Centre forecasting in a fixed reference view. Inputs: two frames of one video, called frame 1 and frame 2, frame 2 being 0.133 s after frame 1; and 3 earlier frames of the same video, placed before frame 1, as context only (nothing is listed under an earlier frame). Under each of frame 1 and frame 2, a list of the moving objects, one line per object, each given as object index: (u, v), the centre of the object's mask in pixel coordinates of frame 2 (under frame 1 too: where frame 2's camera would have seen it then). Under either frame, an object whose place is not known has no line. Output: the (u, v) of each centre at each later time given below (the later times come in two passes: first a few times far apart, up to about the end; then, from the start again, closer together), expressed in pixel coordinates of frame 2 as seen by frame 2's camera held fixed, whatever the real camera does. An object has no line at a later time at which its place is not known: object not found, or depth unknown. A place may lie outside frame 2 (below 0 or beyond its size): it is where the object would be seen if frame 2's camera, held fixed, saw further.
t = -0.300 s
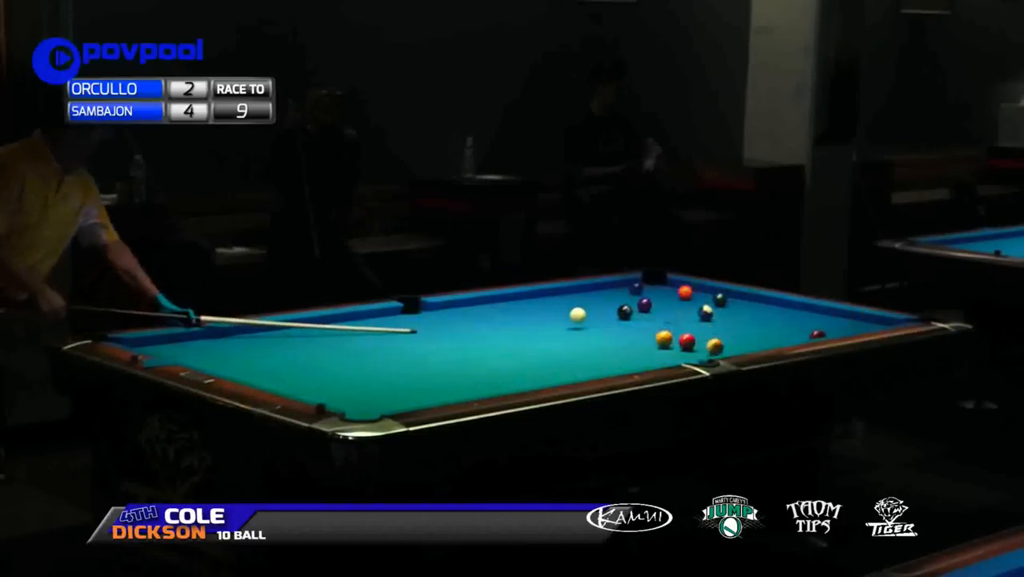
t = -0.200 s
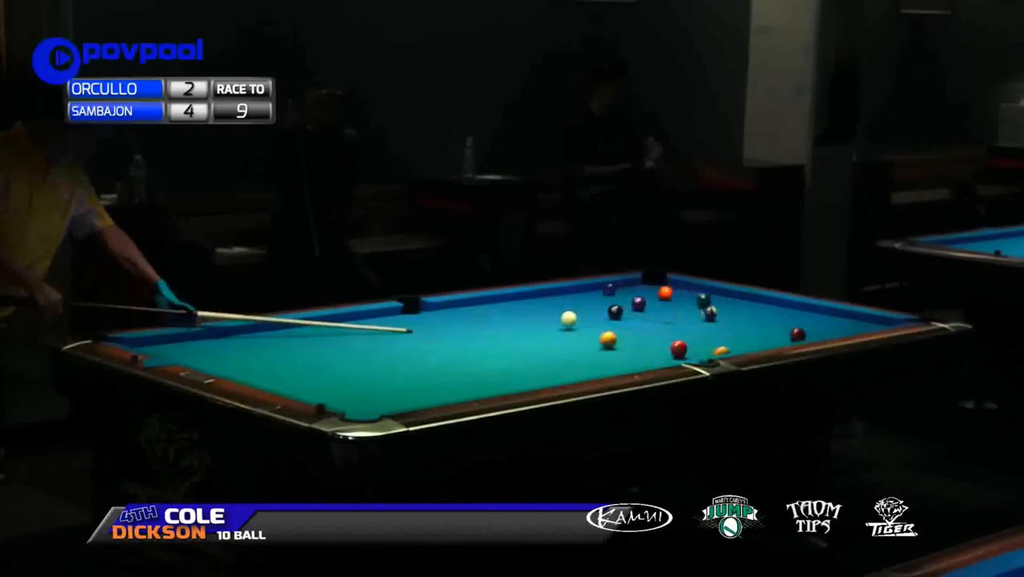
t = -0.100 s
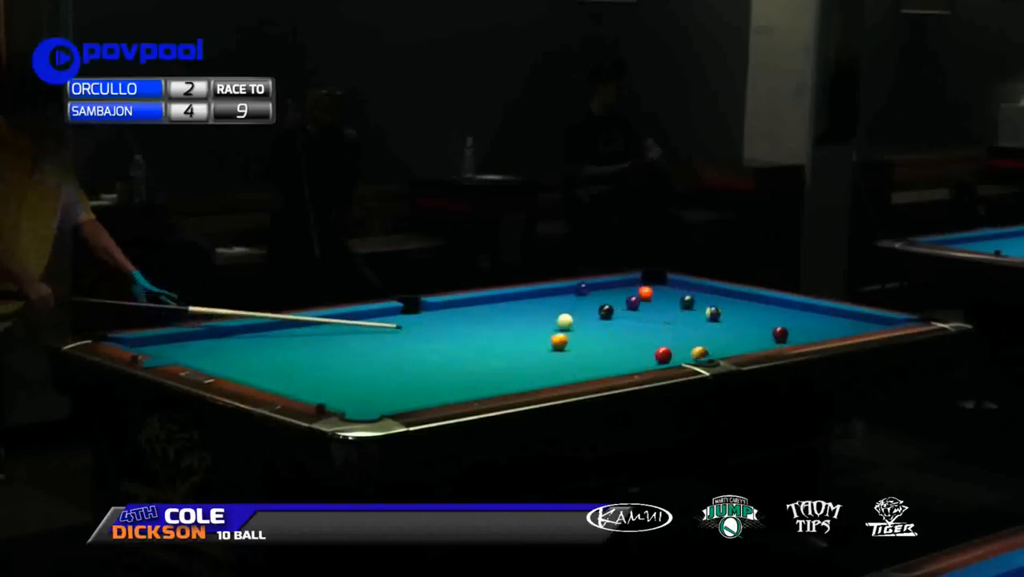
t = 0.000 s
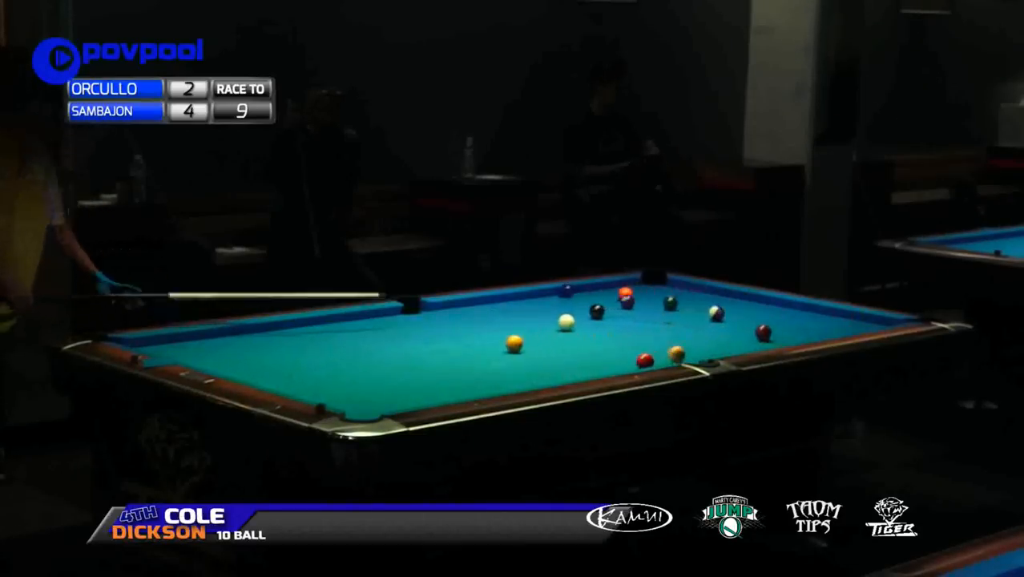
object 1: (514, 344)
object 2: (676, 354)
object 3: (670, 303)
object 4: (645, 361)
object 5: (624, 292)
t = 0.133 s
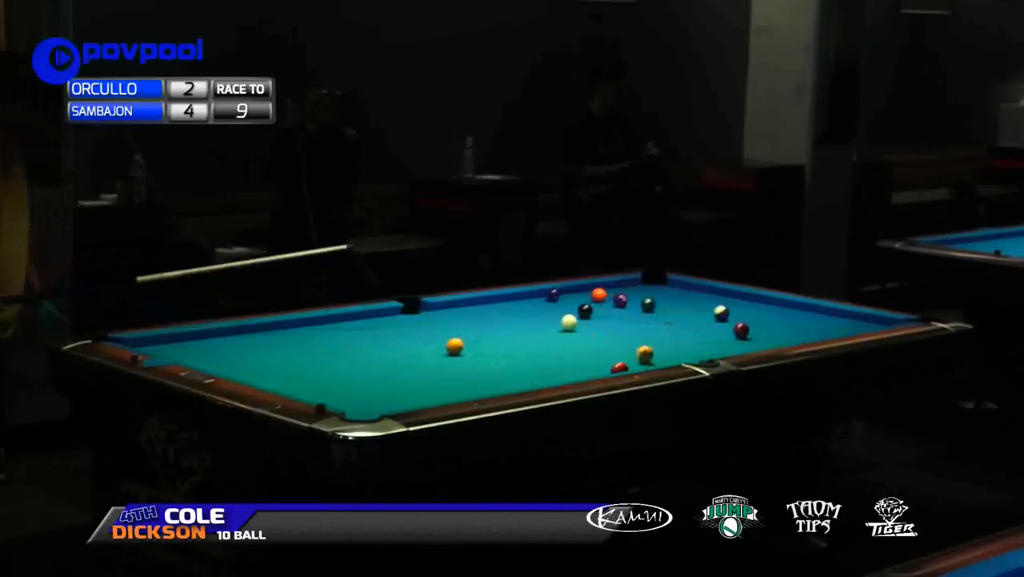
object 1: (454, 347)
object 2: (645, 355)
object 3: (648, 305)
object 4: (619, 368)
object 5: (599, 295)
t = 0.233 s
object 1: (408, 349)
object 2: (622, 355)
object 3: (632, 306)
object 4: (588, 373)
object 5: (579, 295)
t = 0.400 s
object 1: (331, 352)
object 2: (583, 354)
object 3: (604, 308)
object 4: (524, 382)
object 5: (545, 296)
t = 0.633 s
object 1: (219, 357)
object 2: (530, 353)
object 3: (565, 311)
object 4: (431, 395)
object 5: (500, 297)
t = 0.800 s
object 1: (181, 354)
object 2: (493, 353)
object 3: (541, 313)
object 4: (360, 405)
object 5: (484, 300)
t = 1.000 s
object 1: (207, 348)
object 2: (449, 352)
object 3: (514, 316)
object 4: (343, 398)
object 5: (467, 304)
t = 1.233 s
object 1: (235, 340)
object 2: (399, 351)
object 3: (482, 320)
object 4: (350, 383)
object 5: (448, 308)
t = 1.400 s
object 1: (254, 333)
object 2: (365, 351)
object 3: (460, 322)
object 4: (354, 372)
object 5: (434, 312)
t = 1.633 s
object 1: (278, 326)
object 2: (316, 350)
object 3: (429, 326)
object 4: (359, 360)
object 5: (414, 316)
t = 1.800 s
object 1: (298, 323)
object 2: (283, 350)
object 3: (407, 329)
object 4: (363, 351)
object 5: (399, 318)
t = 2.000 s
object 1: (326, 321)
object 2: (244, 350)
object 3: (381, 331)
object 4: (363, 356)
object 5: (384, 320)
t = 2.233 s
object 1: (356, 318)
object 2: (199, 349)
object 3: (350, 334)
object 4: (362, 359)
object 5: (366, 327)
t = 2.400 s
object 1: (377, 318)
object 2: (168, 348)
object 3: (330, 337)
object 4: (362, 361)
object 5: (351, 330)
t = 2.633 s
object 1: (405, 316)
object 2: (134, 344)
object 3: (301, 340)
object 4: (363, 363)
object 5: (332, 335)
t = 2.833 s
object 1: (427, 315)
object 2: (136, 341)
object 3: (276, 343)
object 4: (363, 365)
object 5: (316, 339)
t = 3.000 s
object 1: (445, 314)
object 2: (145, 341)
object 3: (256, 345)
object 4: (362, 367)
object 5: (304, 341)
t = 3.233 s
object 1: (469, 312)
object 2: (165, 341)
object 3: (228, 348)
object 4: (362, 368)
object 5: (286, 345)
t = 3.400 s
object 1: (483, 314)
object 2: (177, 342)
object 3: (209, 351)
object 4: (362, 369)
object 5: (274, 348)
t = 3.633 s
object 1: (502, 315)
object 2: (195, 341)
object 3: (182, 353)
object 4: (361, 371)
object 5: (258, 352)
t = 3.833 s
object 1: (518, 316)
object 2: (207, 342)
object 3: (160, 352)
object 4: (361, 372)
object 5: (244, 355)
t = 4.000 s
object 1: (531, 316)
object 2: (217, 342)
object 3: (165, 352)
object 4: (360, 372)
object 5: (234, 357)
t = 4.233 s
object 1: (547, 318)
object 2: (230, 342)
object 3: (176, 352)
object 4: (360, 373)
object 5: (220, 361)
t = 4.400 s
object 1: (559, 318)
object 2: (238, 342)
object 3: (183, 352)
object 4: (360, 373)
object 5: (210, 362)
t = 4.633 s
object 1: (571, 317)
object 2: (249, 343)
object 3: (192, 349)
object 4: (360, 372)
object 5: (197, 363)
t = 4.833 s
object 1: (588, 317)
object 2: (257, 343)
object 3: (200, 348)
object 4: (359, 373)
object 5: (203, 363)
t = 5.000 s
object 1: (595, 320)
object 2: (263, 342)
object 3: (205, 348)
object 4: (360, 372)
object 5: (210, 363)
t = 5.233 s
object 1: (607, 321)
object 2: (270, 343)
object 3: (212, 347)
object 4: (360, 372)
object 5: (217, 364)
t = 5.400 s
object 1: (616, 321)
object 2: (271, 343)
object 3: (216, 346)
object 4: (360, 372)
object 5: (221, 365)
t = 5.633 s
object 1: (627, 322)
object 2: (271, 343)
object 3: (220, 345)
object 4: (360, 372)
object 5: (227, 365)
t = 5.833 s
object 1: (635, 322)
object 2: (271, 343)
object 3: (224, 345)
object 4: (360, 372)
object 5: (230, 364)
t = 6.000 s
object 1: (641, 322)
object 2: (271, 343)
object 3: (227, 345)
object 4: (359, 372)
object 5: (233, 364)
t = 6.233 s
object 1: (649, 323)
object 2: (271, 343)
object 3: (229, 345)
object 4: (360, 372)
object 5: (235, 364)
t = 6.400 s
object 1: (654, 323)
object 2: (271, 343)
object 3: (231, 345)
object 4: (359, 373)
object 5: (237, 364)
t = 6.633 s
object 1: (660, 323)
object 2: (271, 343)
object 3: (232, 345)
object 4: (359, 373)
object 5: (237, 364)
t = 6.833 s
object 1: (664, 323)
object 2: (271, 343)
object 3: (232, 345)
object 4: (359, 373)
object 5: (237, 364)
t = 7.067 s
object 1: (668, 323)
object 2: (271, 343)
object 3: (232, 345)
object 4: (359, 373)
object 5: (237, 364)
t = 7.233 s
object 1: (670, 323)
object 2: (271, 343)
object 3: (232, 345)
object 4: (359, 373)
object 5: (237, 364)
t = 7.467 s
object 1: (672, 323)
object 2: (271, 343)
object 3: (232, 345)
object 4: (359, 373)
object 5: (237, 364)
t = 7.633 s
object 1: (674, 323)
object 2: (271, 343)
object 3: (232, 345)
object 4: (360, 373)
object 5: (237, 364)
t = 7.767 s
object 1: (674, 323)
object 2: (271, 343)
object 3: (232, 345)
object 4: (359, 373)
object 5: (237, 364)
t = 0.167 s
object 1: (439, 347)
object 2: (637, 355)
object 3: (643, 306)
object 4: (612, 369)
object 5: (592, 295)
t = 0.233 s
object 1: (408, 349)
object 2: (622, 355)
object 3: (632, 306)
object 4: (588, 373)
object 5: (579, 295)
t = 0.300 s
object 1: (378, 350)
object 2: (606, 354)
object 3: (621, 308)
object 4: (563, 376)
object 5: (565, 296)
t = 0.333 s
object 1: (362, 351)
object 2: (598, 354)
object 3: (616, 308)
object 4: (550, 378)
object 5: (559, 296)
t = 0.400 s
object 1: (331, 352)
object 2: (583, 354)
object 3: (604, 308)
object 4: (524, 382)
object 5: (545, 296)
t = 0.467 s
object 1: (299, 354)
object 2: (568, 354)
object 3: (593, 309)
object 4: (498, 386)
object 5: (533, 297)
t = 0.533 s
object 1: (268, 355)
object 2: (552, 354)
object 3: (582, 309)
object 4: (471, 389)
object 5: (520, 297)
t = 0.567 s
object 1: (251, 356)
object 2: (545, 354)
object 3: (576, 309)
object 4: (458, 391)
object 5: (513, 297)
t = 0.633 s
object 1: (219, 357)
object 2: (530, 353)
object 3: (565, 311)
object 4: (431, 395)
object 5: (500, 297)
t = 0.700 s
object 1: (187, 356)
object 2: (515, 353)
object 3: (554, 312)
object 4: (403, 399)
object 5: (493, 298)
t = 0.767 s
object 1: (175, 354)
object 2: (500, 353)
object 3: (545, 313)
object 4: (375, 403)
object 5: (487, 299)
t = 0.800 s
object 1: (181, 354)
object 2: (493, 353)
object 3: (541, 313)
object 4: (360, 405)
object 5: (484, 300)
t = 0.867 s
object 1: (190, 353)
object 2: (478, 353)
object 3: (532, 314)
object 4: (335, 403)
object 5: (479, 301)
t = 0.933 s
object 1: (198, 351)
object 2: (464, 352)
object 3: (523, 315)
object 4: (339, 401)
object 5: (473, 302)
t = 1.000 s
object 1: (207, 348)
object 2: (449, 352)
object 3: (514, 316)
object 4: (343, 398)
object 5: (467, 304)
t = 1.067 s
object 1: (215, 346)
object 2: (434, 352)
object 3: (504, 317)
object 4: (345, 393)
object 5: (462, 305)
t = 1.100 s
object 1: (219, 344)
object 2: (428, 352)
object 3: (500, 317)
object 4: (346, 391)
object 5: (459, 306)
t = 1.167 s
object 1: (227, 342)
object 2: (413, 352)
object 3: (491, 319)
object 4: (348, 387)
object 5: (453, 307)
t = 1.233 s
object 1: (235, 340)
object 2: (399, 351)
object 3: (482, 320)
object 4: (350, 383)
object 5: (448, 308)
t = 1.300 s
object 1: (242, 337)
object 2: (385, 352)
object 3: (473, 321)
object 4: (352, 379)
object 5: (442, 310)
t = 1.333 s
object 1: (246, 336)
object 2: (378, 351)
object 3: (469, 321)
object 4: (352, 377)
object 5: (439, 310)
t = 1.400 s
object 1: (254, 333)
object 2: (365, 351)
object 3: (460, 322)
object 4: (354, 372)
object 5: (434, 312)
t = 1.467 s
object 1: (260, 332)
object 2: (350, 351)
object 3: (451, 323)
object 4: (356, 369)
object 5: (428, 313)
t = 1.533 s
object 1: (267, 329)
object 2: (337, 351)
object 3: (442, 324)
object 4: (357, 365)
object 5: (422, 314)
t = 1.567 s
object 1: (271, 328)
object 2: (330, 351)
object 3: (437, 324)
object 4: (358, 363)
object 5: (419, 315)
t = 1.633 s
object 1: (278, 326)
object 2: (316, 350)
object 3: (429, 326)
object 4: (359, 360)
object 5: (414, 316)
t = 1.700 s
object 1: (284, 324)
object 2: (302, 351)
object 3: (420, 327)
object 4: (361, 356)
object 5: (408, 317)
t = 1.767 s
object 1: (293, 323)
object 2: (289, 350)
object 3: (412, 328)
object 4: (362, 353)
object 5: (402, 318)
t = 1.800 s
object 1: (298, 323)
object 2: (283, 350)
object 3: (407, 329)
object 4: (363, 351)
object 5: (399, 318)
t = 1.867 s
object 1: (307, 322)
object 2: (270, 350)
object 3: (399, 330)
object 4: (363, 353)
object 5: (393, 319)
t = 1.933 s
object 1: (317, 322)
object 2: (256, 350)
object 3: (390, 330)
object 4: (362, 354)
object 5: (389, 319)
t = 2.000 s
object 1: (326, 321)
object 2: (244, 350)
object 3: (381, 331)
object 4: (363, 356)
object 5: (384, 320)
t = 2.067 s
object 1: (335, 320)
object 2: (231, 350)
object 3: (373, 331)
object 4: (363, 357)
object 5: (379, 321)
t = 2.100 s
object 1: (339, 320)
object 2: (225, 350)
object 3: (368, 332)
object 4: (363, 357)
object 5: (376, 322)
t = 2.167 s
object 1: (348, 319)
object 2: (212, 350)
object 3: (360, 333)
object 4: (363, 358)
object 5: (371, 325)
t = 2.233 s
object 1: (356, 318)
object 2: (199, 349)
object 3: (350, 334)
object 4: (362, 359)
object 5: (366, 327)
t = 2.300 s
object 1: (366, 317)
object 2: (187, 349)
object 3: (342, 335)
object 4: (362, 359)
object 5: (359, 329)
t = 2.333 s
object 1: (370, 318)
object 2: (181, 349)
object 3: (339, 336)
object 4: (362, 360)
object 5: (356, 329)
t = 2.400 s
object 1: (377, 318)
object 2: (168, 348)
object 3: (330, 337)
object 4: (362, 361)
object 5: (351, 330)
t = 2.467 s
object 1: (386, 317)
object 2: (157, 347)
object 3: (322, 338)
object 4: (362, 361)
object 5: (345, 332)
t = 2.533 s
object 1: (394, 317)
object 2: (145, 345)
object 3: (314, 339)
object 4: (362, 362)
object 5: (340, 333)
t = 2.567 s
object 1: (397, 317)
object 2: (139, 346)
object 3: (309, 339)
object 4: (363, 362)
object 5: (337, 334)
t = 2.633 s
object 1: (405, 316)
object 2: (134, 344)
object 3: (301, 340)
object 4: (363, 363)
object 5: (332, 335)
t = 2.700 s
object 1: (413, 316)
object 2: (133, 343)
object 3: (293, 341)
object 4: (363, 364)
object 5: (327, 336)
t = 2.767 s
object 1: (420, 315)
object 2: (135, 342)
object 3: (284, 342)
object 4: (363, 365)
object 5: (321, 337)
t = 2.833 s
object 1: (427, 315)
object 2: (136, 341)
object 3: (276, 343)
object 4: (363, 365)
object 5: (316, 339)
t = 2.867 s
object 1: (431, 315)
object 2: (136, 340)
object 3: (272, 344)
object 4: (362, 366)
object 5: (313, 339)
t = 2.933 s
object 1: (438, 314)
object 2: (140, 340)
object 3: (264, 344)
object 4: (362, 366)
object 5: (309, 340)
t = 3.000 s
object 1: (445, 314)
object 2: (145, 341)
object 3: (256, 345)
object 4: (362, 367)
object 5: (304, 341)
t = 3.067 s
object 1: (452, 313)
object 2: (152, 340)
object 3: (248, 346)
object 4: (362, 367)
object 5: (298, 343)
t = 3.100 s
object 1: (455, 313)
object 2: (154, 341)
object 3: (244, 346)
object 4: (362, 367)
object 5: (296, 343)
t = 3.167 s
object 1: (463, 313)
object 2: (159, 341)
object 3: (236, 347)
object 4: (362, 368)
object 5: (291, 344)
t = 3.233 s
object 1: (469, 312)
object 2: (165, 341)
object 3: (228, 348)
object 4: (362, 368)
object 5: (286, 345)
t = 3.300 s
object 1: (474, 313)
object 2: (170, 342)
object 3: (220, 349)
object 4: (362, 369)
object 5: (281, 346)
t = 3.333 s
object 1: (477, 313)
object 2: (172, 342)
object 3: (217, 350)
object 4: (362, 369)
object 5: (279, 347)
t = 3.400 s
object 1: (483, 314)
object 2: (177, 342)
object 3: (209, 351)
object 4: (362, 369)
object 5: (274, 348)
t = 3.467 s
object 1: (489, 314)
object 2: (182, 342)
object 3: (201, 351)
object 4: (362, 370)
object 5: (269, 349)
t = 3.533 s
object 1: (494, 314)
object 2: (186, 341)
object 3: (193, 353)
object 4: (362, 370)
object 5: (265, 350)
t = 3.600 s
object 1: (500, 315)
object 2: (192, 340)
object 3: (186, 353)
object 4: (361, 371)
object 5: (260, 351)
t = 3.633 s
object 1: (502, 315)
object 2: (195, 341)
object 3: (182, 353)
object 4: (361, 371)
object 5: (258, 352)
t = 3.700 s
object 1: (508, 315)
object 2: (198, 342)
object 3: (175, 353)
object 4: (361, 371)
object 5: (253, 353)
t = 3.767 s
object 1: (513, 315)
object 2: (203, 342)
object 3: (167, 352)
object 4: (361, 371)
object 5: (249, 354)
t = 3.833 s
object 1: (518, 316)
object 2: (207, 342)
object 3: (160, 352)
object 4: (361, 372)
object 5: (244, 355)
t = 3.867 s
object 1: (521, 316)
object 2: (209, 342)
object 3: (158, 351)
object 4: (361, 372)
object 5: (242, 355)
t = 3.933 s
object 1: (526, 316)
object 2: (213, 342)
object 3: (161, 352)
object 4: (360, 372)
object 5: (238, 356)
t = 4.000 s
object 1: (531, 316)
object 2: (217, 342)
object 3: (165, 352)
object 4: (360, 372)
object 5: (234, 357)
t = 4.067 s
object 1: (536, 317)
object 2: (220, 342)
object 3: (168, 352)
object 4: (360, 372)
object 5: (229, 358)
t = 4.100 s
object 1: (538, 317)
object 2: (222, 342)
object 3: (169, 352)
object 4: (360, 372)
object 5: (227, 359)
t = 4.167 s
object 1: (543, 317)
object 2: (226, 341)
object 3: (173, 352)
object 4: (360, 372)
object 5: (224, 359)
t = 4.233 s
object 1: (547, 318)
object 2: (230, 342)
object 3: (176, 352)
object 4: (360, 373)
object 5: (220, 361)
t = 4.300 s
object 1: (552, 318)
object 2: (234, 342)
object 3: (179, 352)
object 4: (360, 373)
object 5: (216, 362)
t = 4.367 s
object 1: (556, 318)
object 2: (237, 342)
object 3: (182, 352)
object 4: (360, 373)
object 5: (212, 362)
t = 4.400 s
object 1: (559, 318)
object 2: (238, 342)
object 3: (183, 352)
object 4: (360, 373)
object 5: (210, 362)
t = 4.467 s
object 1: (563, 318)
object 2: (242, 342)
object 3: (186, 351)
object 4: (360, 373)
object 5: (206, 363)
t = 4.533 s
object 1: (567, 318)
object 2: (245, 343)
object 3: (189, 351)
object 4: (359, 373)
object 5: (203, 362)
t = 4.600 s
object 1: (570, 317)
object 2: (248, 343)
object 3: (191, 350)
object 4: (359, 373)
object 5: (199, 362)
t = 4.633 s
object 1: (571, 317)
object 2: (249, 343)
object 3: (192, 349)
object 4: (360, 372)
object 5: (197, 363)
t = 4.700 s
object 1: (575, 315)
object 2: (252, 343)
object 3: (195, 349)
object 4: (359, 373)
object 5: (198, 363)
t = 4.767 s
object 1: (582, 315)
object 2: (254, 343)
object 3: (198, 349)
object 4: (359, 373)
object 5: (200, 363)
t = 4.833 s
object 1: (588, 317)
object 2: (257, 343)
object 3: (200, 348)
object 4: (359, 373)
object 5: (203, 363)
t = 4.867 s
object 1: (590, 319)
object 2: (258, 343)
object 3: (201, 348)
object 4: (359, 373)
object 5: (204, 363)
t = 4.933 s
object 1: (593, 320)
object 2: (261, 343)
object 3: (204, 348)
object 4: (360, 372)
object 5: (207, 363)
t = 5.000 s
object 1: (595, 320)
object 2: (263, 342)
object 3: (205, 348)
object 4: (360, 372)
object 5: (210, 363)
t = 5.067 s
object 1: (599, 320)
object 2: (265, 343)
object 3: (207, 347)
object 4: (360, 372)
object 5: (212, 363)
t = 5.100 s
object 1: (600, 321)
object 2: (266, 342)
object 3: (208, 347)
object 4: (360, 372)
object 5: (213, 363)
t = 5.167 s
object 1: (604, 321)
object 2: (268, 343)
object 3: (210, 347)
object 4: (360, 372)
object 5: (215, 364)
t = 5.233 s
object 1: (607, 321)
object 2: (270, 343)
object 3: (212, 347)
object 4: (360, 372)
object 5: (217, 364)
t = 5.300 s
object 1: (611, 321)
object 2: (270, 343)
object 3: (213, 347)
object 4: (360, 372)
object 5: (219, 364)
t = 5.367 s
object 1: (614, 321)
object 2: (271, 343)
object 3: (215, 346)
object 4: (359, 372)
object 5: (221, 364)
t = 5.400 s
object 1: (616, 321)
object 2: (271, 343)
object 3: (216, 346)
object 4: (360, 372)
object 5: (221, 365)
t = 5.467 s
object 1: (619, 321)
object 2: (271, 343)
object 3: (217, 346)
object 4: (360, 372)
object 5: (223, 365)
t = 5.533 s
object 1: (622, 322)
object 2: (271, 343)
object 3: (219, 346)
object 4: (360, 372)
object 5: (225, 364)
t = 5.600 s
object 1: (625, 322)
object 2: (271, 343)
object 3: (220, 346)
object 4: (359, 372)
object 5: (226, 364)
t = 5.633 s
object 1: (627, 322)
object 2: (271, 343)
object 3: (220, 345)
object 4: (360, 372)
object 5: (227, 365)
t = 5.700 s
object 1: (629, 322)
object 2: (271, 343)
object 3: (222, 345)
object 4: (359, 373)
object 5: (228, 364)
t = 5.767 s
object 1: (632, 322)
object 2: (271, 343)
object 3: (223, 345)
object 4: (360, 372)
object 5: (229, 365)
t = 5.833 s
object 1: (635, 322)
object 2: (271, 343)
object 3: (224, 345)
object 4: (360, 372)
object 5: (230, 364)
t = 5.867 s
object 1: (636, 322)
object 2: (271, 343)
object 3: (225, 345)
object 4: (359, 372)
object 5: (231, 364)
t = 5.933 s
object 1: (639, 322)
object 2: (271, 343)
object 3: (226, 345)
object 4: (360, 372)
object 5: (232, 364)
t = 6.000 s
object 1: (641, 322)
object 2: (271, 343)
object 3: (227, 345)
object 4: (359, 372)
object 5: (233, 364)
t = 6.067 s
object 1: (644, 322)
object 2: (271, 343)
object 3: (228, 345)
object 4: (359, 373)
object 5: (233, 364)
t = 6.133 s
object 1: (646, 323)
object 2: (271, 343)
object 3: (228, 345)
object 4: (359, 372)
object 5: (234, 364)
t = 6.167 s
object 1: (647, 323)
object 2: (271, 343)
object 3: (228, 345)
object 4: (359, 373)
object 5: (235, 364)
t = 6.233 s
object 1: (649, 323)
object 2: (271, 343)
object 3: (229, 345)
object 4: (360, 372)
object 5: (235, 364)
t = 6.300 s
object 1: (651, 323)
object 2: (271, 343)
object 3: (230, 345)
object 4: (359, 372)
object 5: (236, 364)
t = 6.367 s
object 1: (653, 323)
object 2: (271, 343)
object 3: (230, 345)
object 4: (359, 373)
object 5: (236, 364)
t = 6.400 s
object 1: (654, 323)
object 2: (271, 343)
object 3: (231, 345)
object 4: (359, 373)
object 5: (237, 364)
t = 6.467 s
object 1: (655, 323)
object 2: (271, 343)
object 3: (231, 345)
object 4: (359, 373)
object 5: (237, 364)
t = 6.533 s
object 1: (657, 323)
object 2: (271, 343)
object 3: (231, 345)
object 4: (360, 372)
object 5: (237, 364)
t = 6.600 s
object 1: (659, 323)
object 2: (271, 343)
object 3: (232, 345)
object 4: (359, 373)
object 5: (237, 364)
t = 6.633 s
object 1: (660, 323)
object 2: (271, 343)
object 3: (232, 345)
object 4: (359, 373)
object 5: (237, 364)
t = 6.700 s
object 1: (661, 323)
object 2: (271, 343)
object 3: (232, 345)
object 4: (359, 373)
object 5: (237, 364)
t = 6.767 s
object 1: (663, 323)
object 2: (271, 343)
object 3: (232, 345)
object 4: (359, 373)
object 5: (237, 364)
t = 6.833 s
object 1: (664, 323)
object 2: (271, 343)
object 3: (232, 345)
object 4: (359, 373)
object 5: (237, 364)
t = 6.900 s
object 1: (665, 323)
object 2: (271, 343)
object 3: (232, 345)
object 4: (359, 373)
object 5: (237, 364)
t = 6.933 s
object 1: (666, 323)
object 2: (271, 343)
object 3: (232, 345)
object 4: (359, 373)
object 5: (237, 364)
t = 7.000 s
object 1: (667, 323)
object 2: (271, 343)
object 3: (232, 345)
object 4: (359, 372)
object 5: (237, 364)
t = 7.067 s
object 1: (668, 323)
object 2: (271, 343)
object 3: (232, 345)
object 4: (359, 373)
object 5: (237, 364)
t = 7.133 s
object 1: (669, 323)
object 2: (271, 343)
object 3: (232, 345)
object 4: (359, 373)
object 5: (237, 364)
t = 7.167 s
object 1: (669, 323)
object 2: (271, 343)
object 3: (232, 345)
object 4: (359, 373)
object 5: (237, 364)
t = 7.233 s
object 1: (670, 323)
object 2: (271, 343)
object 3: (232, 345)
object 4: (359, 373)
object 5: (237, 364)
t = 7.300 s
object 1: (671, 323)
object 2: (271, 343)
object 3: (232, 345)
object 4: (359, 373)
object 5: (237, 364)
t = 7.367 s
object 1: (672, 323)
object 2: (271, 343)
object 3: (232, 345)
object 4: (359, 373)
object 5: (237, 364)
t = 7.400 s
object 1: (672, 323)
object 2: (271, 343)
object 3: (232, 345)
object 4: (359, 373)
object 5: (237, 364)
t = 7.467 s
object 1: (672, 323)
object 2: (271, 343)
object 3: (232, 345)
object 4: (359, 373)
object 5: (237, 364)
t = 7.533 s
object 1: (673, 323)
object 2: (271, 343)
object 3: (232, 345)
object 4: (359, 373)
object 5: (237, 364)
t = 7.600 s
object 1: (673, 323)
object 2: (271, 343)
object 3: (232, 345)
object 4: (359, 373)
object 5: (237, 364)
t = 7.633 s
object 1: (674, 323)
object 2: (271, 343)
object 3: (232, 345)
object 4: (360, 373)
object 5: (237, 364)
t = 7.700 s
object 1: (674, 323)
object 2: (271, 343)
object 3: (232, 345)
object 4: (359, 373)
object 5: (237, 364)
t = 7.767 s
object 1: (674, 323)
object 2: (271, 343)
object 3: (232, 345)
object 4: (359, 373)
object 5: (237, 364)
